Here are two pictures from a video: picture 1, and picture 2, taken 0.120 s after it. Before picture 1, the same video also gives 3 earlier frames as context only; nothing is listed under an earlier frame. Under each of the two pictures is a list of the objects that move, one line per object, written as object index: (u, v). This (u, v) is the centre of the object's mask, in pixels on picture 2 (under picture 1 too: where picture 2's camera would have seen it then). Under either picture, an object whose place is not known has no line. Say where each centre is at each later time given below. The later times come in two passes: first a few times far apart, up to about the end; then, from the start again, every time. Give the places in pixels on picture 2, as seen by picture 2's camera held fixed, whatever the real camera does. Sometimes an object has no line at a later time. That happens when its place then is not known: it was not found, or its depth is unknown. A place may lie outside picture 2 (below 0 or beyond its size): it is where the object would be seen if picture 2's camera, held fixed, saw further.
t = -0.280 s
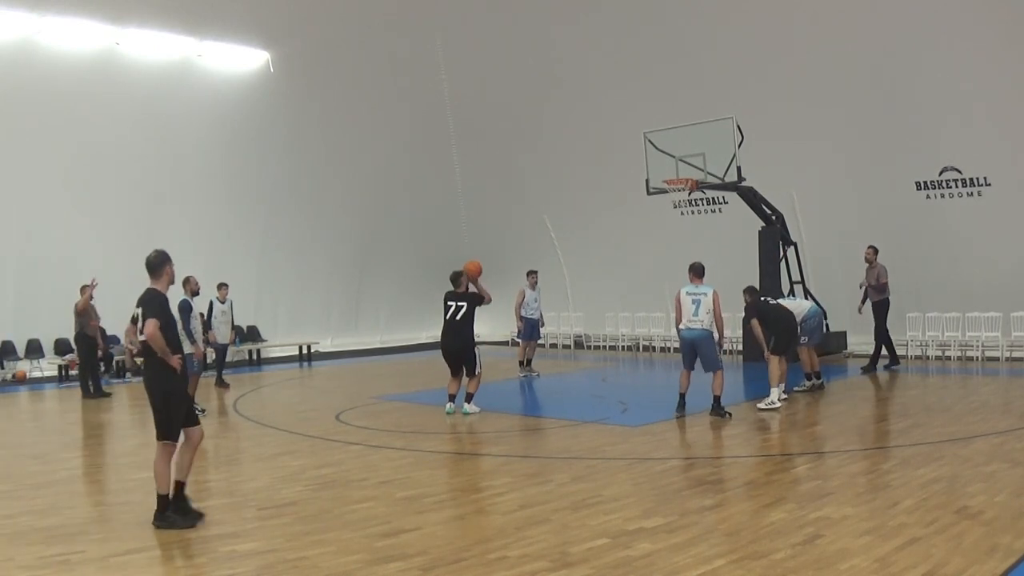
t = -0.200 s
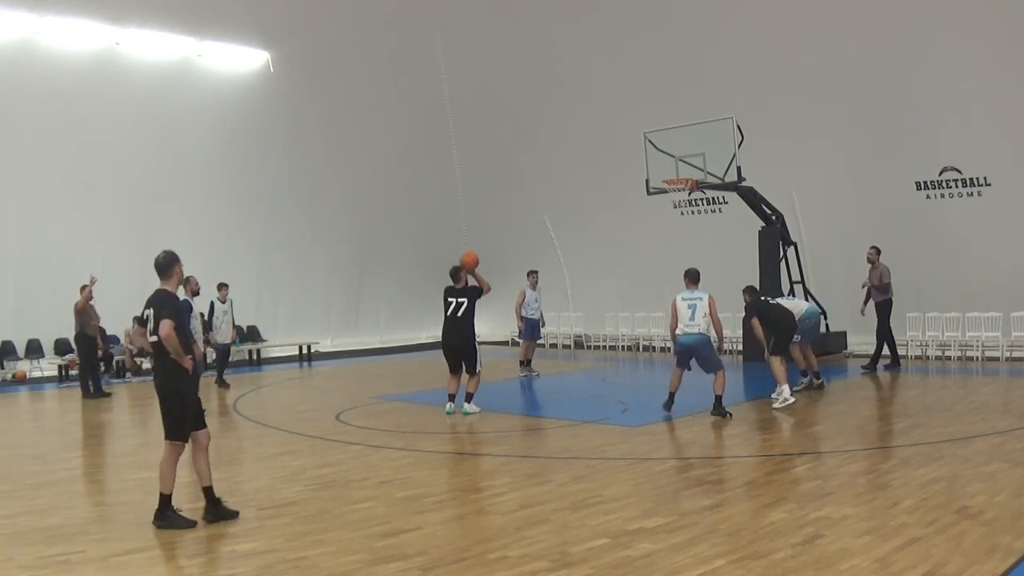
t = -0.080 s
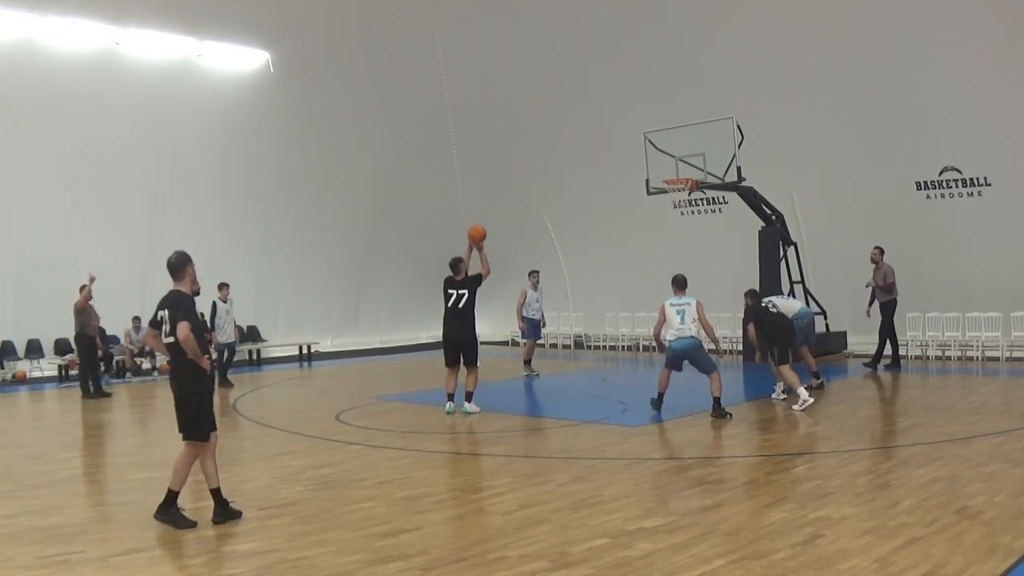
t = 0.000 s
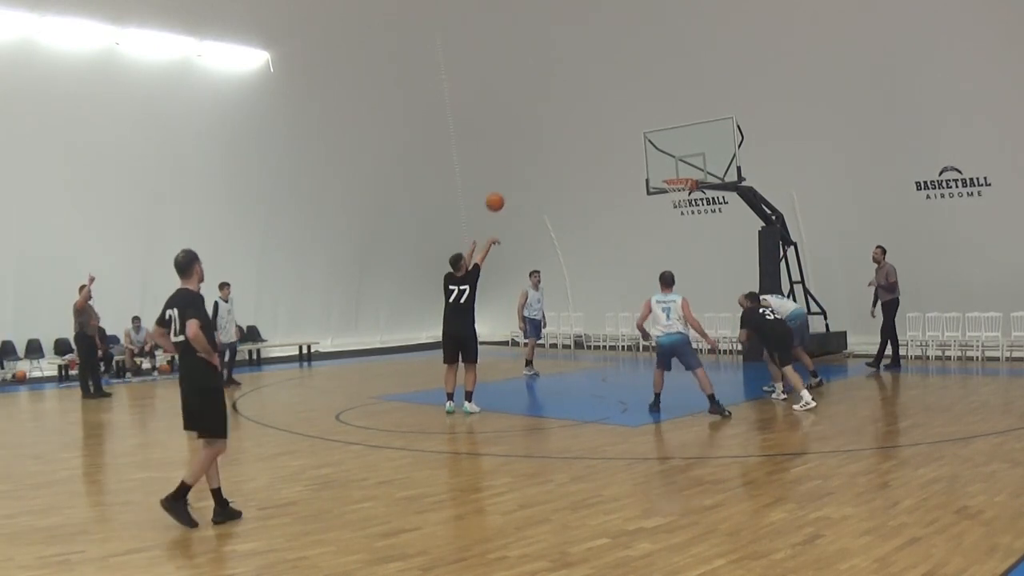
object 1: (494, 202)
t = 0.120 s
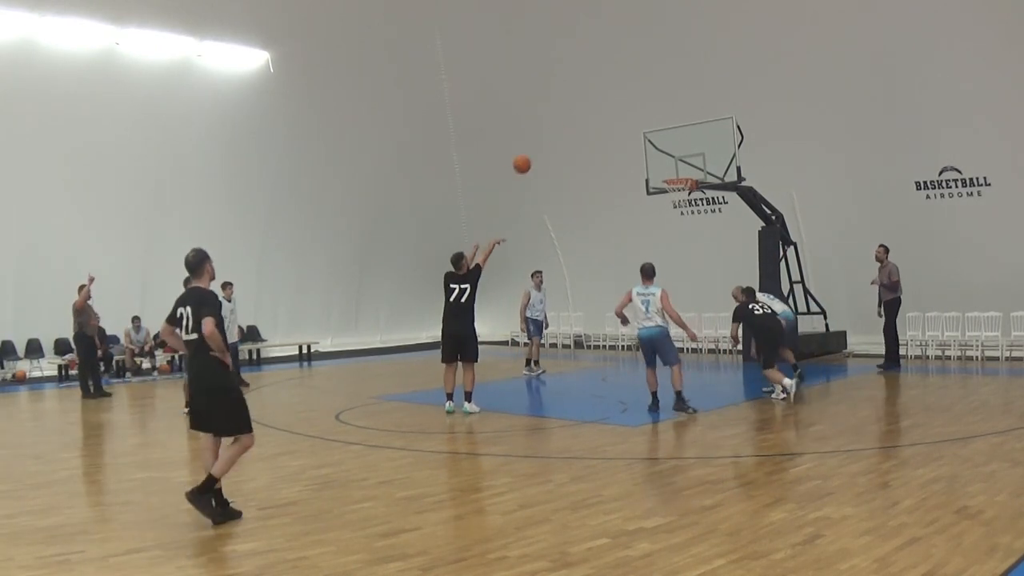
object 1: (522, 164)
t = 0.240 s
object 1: (548, 138)
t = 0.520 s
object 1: (604, 119)
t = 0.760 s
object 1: (649, 145)
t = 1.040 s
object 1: (681, 177)
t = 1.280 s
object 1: (670, 186)
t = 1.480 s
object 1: (682, 211)
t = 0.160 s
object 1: (530, 154)
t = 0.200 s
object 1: (539, 145)
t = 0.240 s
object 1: (548, 138)
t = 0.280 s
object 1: (557, 132)
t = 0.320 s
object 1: (565, 127)
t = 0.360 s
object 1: (573, 123)
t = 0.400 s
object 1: (581, 121)
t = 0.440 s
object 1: (589, 119)
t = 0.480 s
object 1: (597, 118)
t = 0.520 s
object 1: (604, 119)
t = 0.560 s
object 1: (612, 121)
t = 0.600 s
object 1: (620, 124)
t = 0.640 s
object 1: (627, 128)
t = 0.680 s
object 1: (634, 132)
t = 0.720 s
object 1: (641, 138)
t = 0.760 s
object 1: (649, 145)
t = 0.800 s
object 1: (656, 152)
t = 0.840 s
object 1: (663, 160)
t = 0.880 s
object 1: (670, 169)
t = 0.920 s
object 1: (675, 172)
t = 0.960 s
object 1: (678, 174)
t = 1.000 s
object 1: (681, 177)
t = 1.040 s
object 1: (681, 177)
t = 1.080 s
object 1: (677, 178)
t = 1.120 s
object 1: (672, 180)
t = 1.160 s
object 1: (669, 185)
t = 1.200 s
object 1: (668, 185)
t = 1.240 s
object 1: (669, 186)
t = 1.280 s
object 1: (670, 186)
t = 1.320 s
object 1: (673, 192)
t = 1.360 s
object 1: (675, 197)
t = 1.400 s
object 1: (678, 201)
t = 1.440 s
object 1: (680, 206)
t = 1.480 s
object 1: (682, 211)
